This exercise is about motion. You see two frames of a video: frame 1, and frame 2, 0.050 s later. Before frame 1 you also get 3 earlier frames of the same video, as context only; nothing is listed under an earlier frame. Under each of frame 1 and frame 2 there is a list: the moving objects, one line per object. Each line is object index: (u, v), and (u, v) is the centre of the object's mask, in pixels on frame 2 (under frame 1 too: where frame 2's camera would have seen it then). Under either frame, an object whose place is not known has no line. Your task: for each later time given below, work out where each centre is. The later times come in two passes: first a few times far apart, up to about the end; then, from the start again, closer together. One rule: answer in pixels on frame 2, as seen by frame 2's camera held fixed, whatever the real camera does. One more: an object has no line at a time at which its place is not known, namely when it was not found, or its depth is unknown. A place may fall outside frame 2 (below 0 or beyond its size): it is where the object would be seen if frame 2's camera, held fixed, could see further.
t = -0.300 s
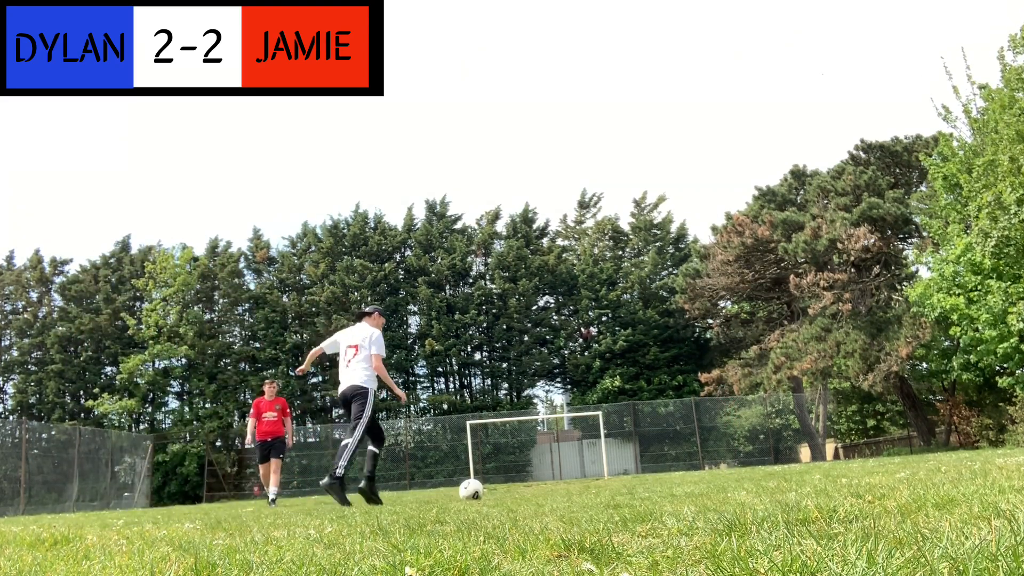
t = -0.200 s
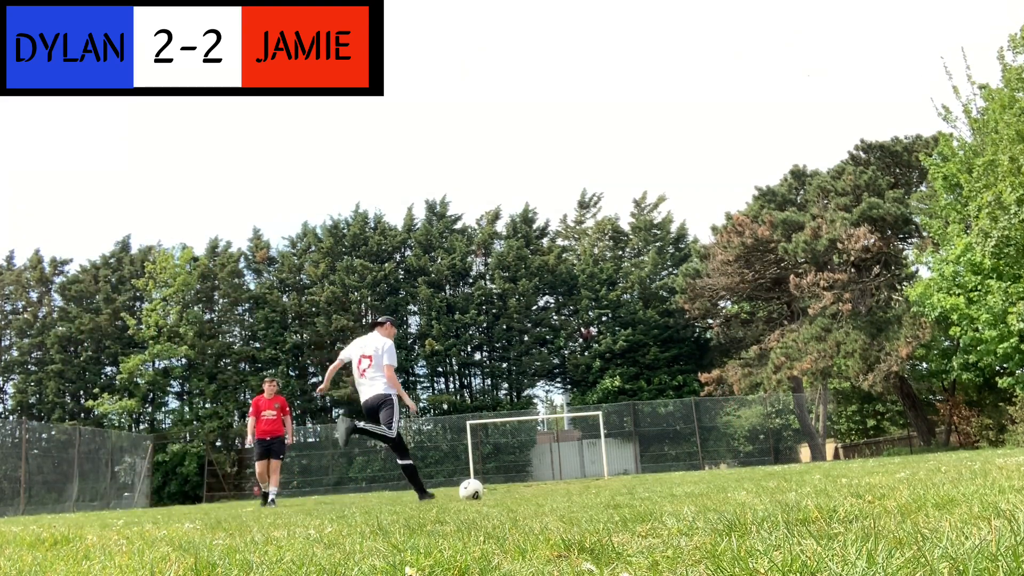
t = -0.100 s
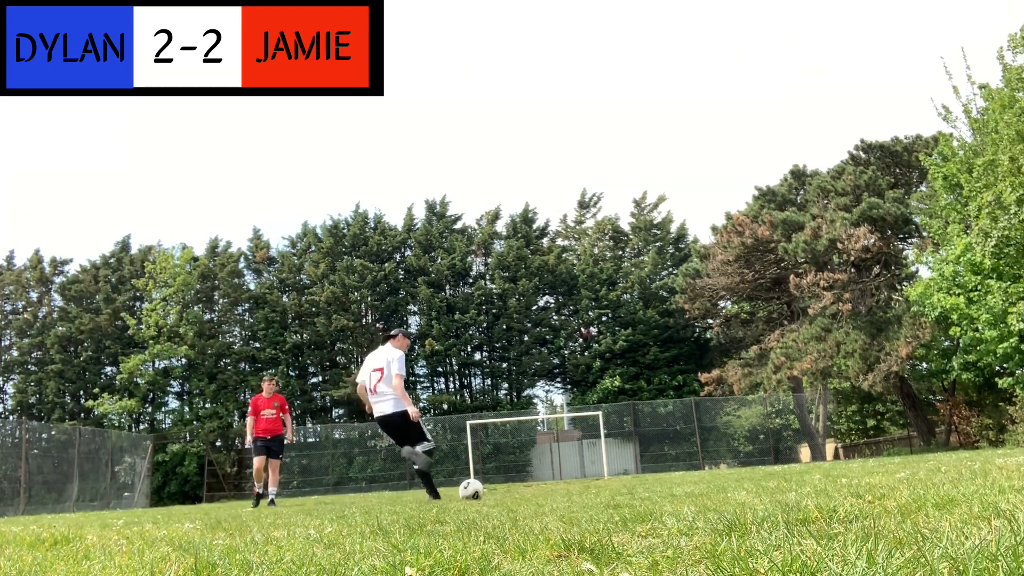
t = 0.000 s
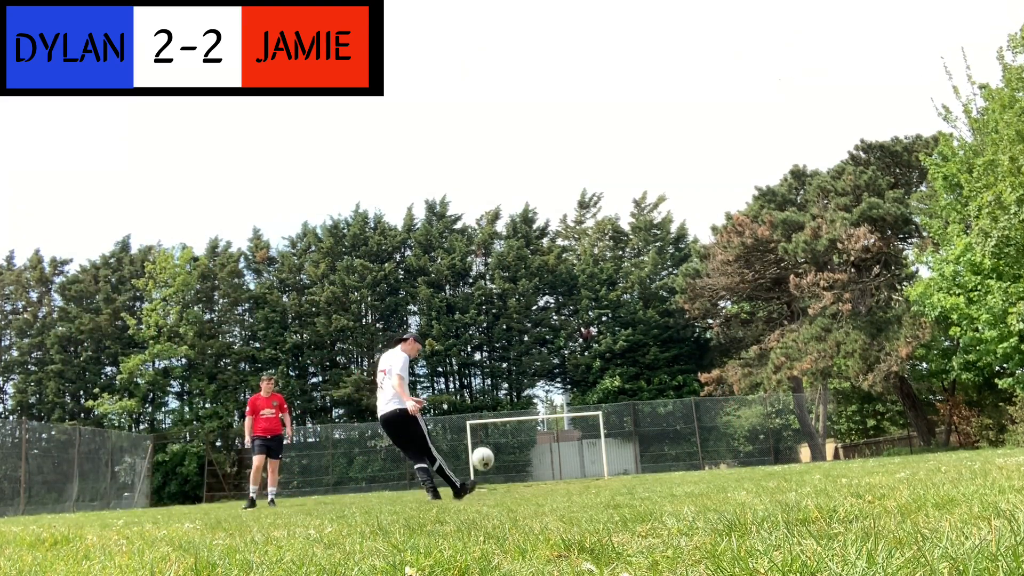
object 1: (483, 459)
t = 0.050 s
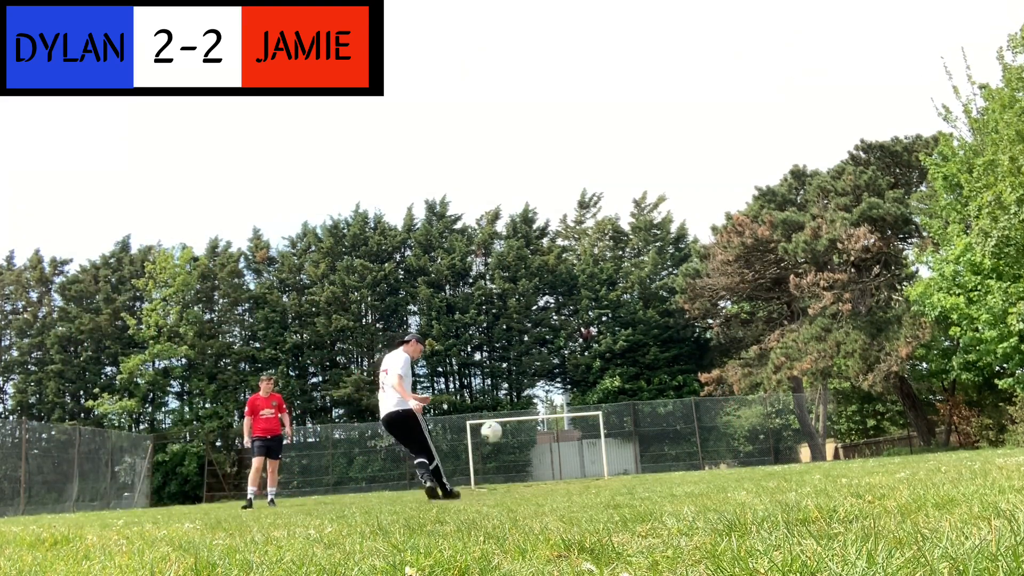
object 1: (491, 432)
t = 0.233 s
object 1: (509, 377)
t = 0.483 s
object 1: (519, 357)
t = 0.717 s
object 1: (522, 363)
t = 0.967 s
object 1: (523, 386)
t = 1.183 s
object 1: (524, 414)
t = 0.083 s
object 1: (496, 417)
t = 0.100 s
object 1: (498, 411)
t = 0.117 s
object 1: (500, 405)
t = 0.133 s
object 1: (501, 400)
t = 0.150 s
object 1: (503, 396)
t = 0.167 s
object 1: (504, 391)
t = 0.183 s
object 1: (505, 389)
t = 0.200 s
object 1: (507, 384)
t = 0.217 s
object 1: (508, 380)
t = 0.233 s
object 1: (509, 377)
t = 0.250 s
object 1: (510, 374)
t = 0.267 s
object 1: (511, 372)
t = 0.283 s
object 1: (512, 369)
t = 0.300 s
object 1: (513, 367)
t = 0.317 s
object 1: (514, 366)
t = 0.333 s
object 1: (514, 364)
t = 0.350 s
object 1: (515, 363)
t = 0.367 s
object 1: (516, 361)
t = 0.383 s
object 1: (516, 360)
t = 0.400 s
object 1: (517, 359)
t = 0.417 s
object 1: (517, 358)
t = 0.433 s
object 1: (518, 358)
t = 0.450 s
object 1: (518, 357)
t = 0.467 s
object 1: (518, 357)
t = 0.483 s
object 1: (519, 357)
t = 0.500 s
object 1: (520, 357)
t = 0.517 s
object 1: (520, 357)
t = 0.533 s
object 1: (520, 357)
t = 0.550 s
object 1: (520, 357)
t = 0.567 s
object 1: (521, 357)
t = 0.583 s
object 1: (521, 357)
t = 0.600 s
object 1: (521, 358)
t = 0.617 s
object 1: (521, 358)
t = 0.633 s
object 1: (521, 359)
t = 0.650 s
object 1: (522, 360)
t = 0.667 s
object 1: (522, 361)
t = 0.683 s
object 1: (522, 361)
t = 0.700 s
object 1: (522, 362)
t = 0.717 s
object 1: (522, 363)
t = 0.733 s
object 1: (522, 365)
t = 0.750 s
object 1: (522, 366)
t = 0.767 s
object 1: (522, 367)
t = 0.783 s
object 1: (522, 368)
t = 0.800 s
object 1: (523, 370)
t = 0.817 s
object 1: (523, 371)
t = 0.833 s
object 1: (523, 372)
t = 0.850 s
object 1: (523, 374)
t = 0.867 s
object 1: (523, 375)
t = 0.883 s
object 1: (523, 377)
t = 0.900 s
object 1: (523, 379)
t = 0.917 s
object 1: (523, 381)
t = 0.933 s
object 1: (523, 382)
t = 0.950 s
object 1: (523, 384)
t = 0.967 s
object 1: (523, 386)
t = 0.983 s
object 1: (523, 388)
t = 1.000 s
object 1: (523, 389)
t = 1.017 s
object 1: (523, 392)
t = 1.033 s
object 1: (523, 394)
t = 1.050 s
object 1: (523, 396)
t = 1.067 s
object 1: (524, 398)
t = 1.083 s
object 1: (524, 400)
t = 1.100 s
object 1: (524, 403)
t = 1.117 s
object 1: (524, 405)
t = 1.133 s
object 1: (524, 407)
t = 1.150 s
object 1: (524, 410)
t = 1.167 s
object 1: (524, 412)
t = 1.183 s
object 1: (524, 414)
